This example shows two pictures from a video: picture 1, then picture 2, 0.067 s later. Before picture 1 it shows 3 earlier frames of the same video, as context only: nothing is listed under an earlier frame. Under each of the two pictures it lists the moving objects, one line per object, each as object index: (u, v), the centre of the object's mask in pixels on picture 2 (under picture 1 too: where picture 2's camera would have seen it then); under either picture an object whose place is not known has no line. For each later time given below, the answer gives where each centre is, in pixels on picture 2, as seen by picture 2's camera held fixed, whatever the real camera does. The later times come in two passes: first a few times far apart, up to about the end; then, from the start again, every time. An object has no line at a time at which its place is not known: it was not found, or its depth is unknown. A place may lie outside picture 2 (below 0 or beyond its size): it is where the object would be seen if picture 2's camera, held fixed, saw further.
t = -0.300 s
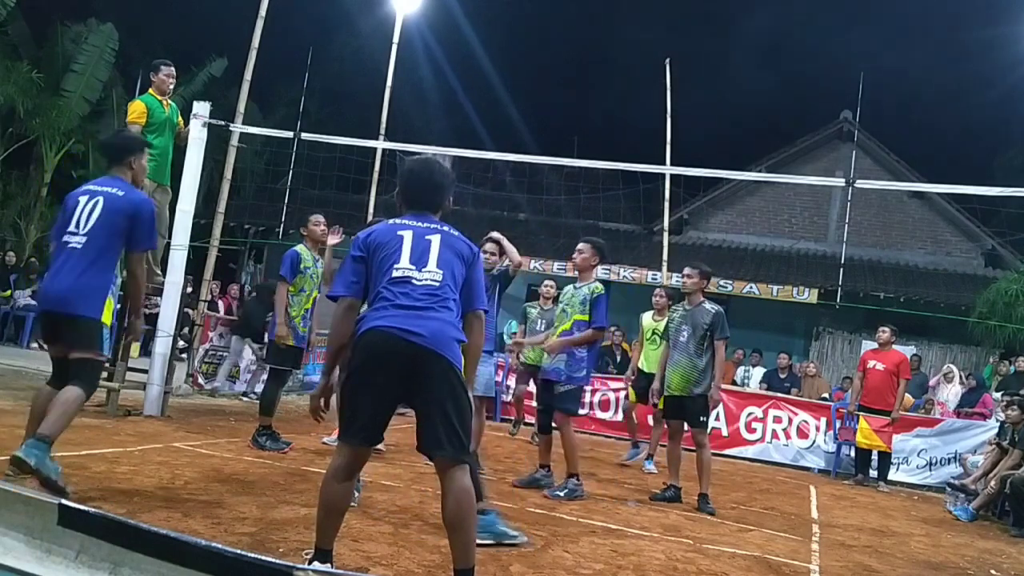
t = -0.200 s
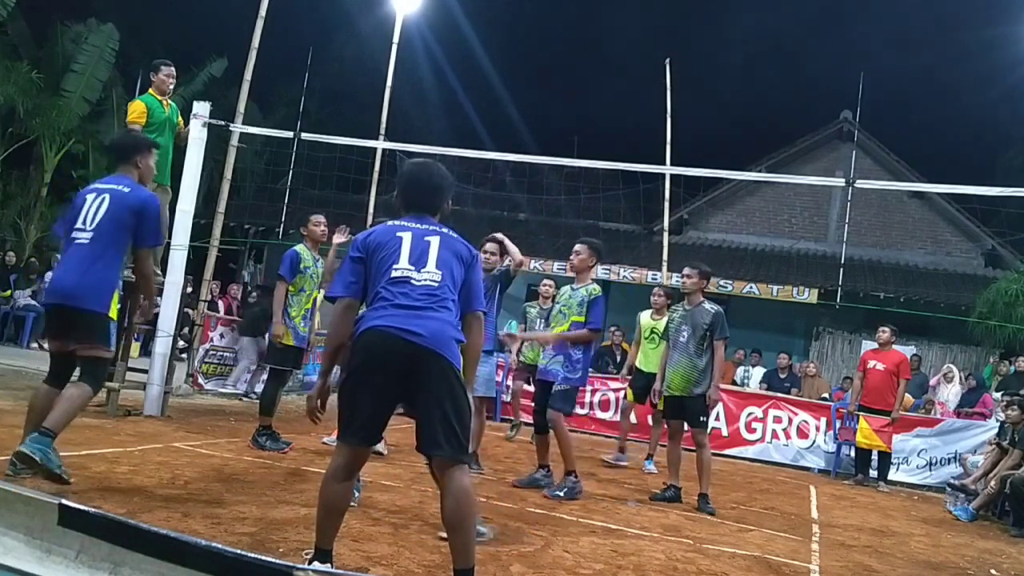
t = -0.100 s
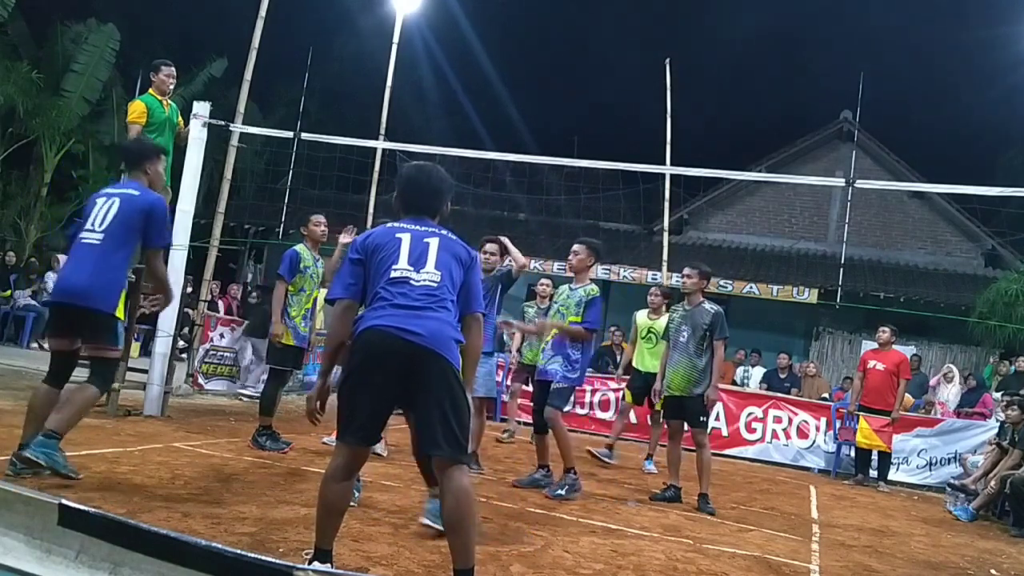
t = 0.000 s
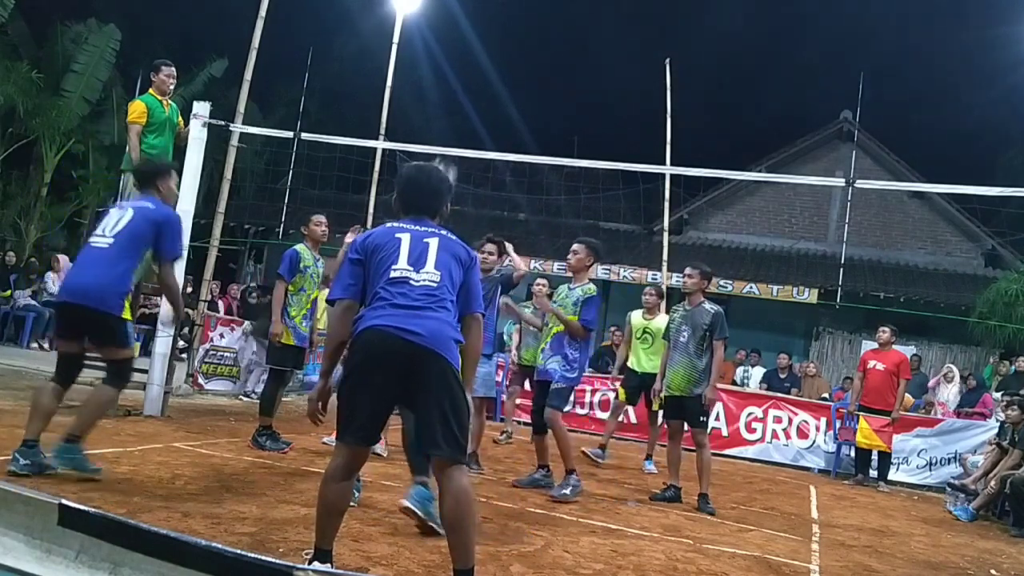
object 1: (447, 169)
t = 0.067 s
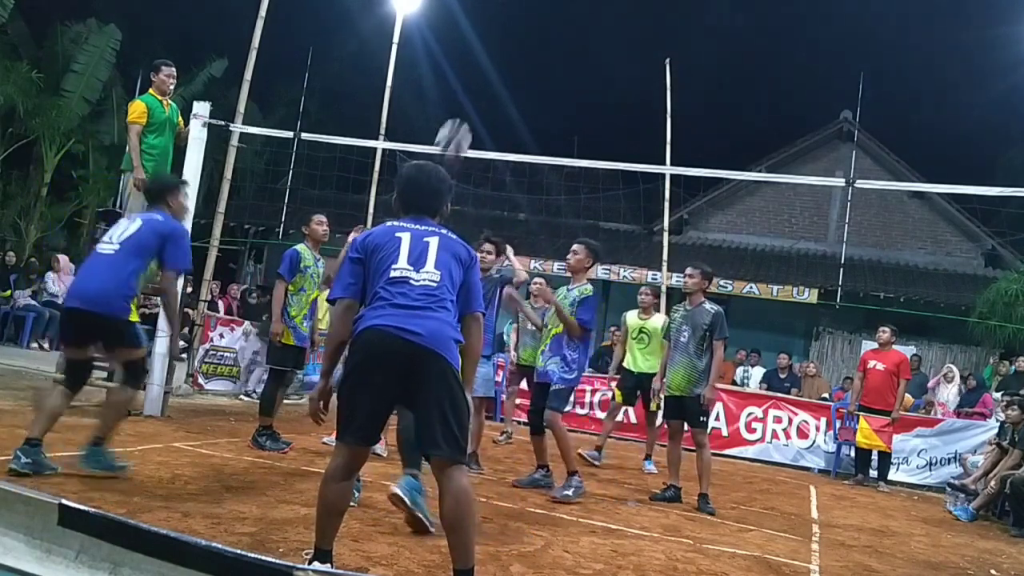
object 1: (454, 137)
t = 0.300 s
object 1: (496, 56)
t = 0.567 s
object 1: (529, 58)
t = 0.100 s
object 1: (460, 123)
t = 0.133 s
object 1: (466, 108)
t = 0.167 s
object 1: (473, 93)
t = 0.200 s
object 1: (478, 82)
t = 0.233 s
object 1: (485, 71)
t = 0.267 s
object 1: (490, 63)
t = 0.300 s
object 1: (496, 56)
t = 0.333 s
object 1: (501, 50)
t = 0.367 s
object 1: (505, 47)
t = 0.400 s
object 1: (510, 45)
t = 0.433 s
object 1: (514, 44)
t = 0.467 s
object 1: (518, 45)
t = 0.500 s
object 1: (522, 48)
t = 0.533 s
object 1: (526, 52)
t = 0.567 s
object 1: (529, 58)
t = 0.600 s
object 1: (532, 65)
